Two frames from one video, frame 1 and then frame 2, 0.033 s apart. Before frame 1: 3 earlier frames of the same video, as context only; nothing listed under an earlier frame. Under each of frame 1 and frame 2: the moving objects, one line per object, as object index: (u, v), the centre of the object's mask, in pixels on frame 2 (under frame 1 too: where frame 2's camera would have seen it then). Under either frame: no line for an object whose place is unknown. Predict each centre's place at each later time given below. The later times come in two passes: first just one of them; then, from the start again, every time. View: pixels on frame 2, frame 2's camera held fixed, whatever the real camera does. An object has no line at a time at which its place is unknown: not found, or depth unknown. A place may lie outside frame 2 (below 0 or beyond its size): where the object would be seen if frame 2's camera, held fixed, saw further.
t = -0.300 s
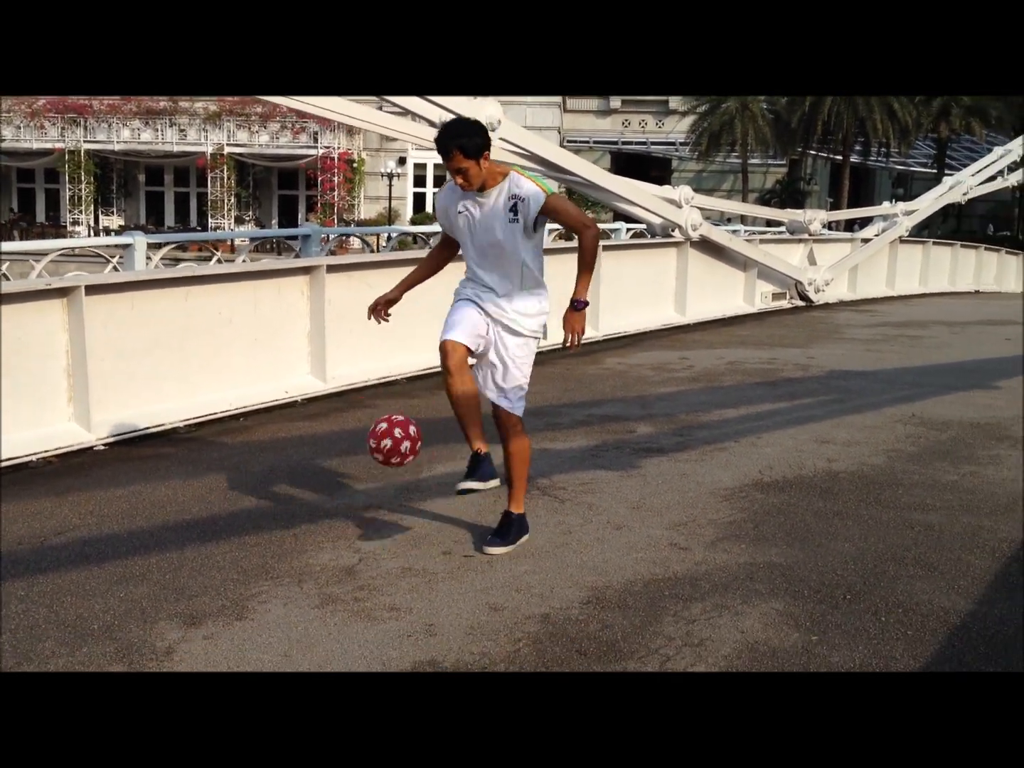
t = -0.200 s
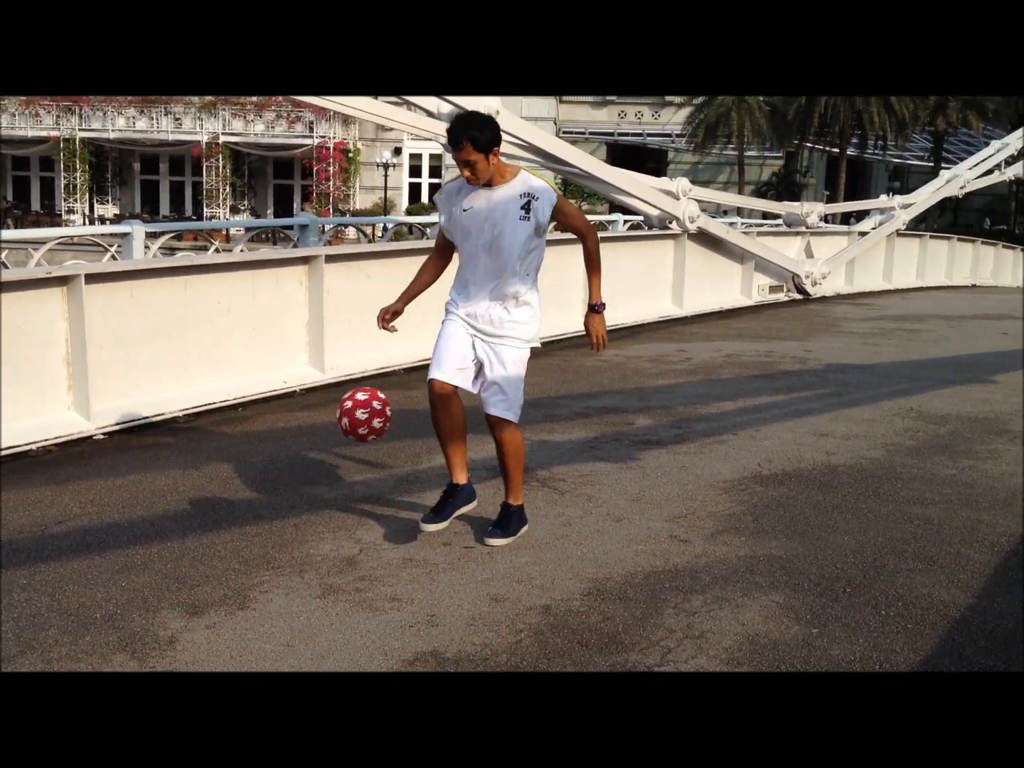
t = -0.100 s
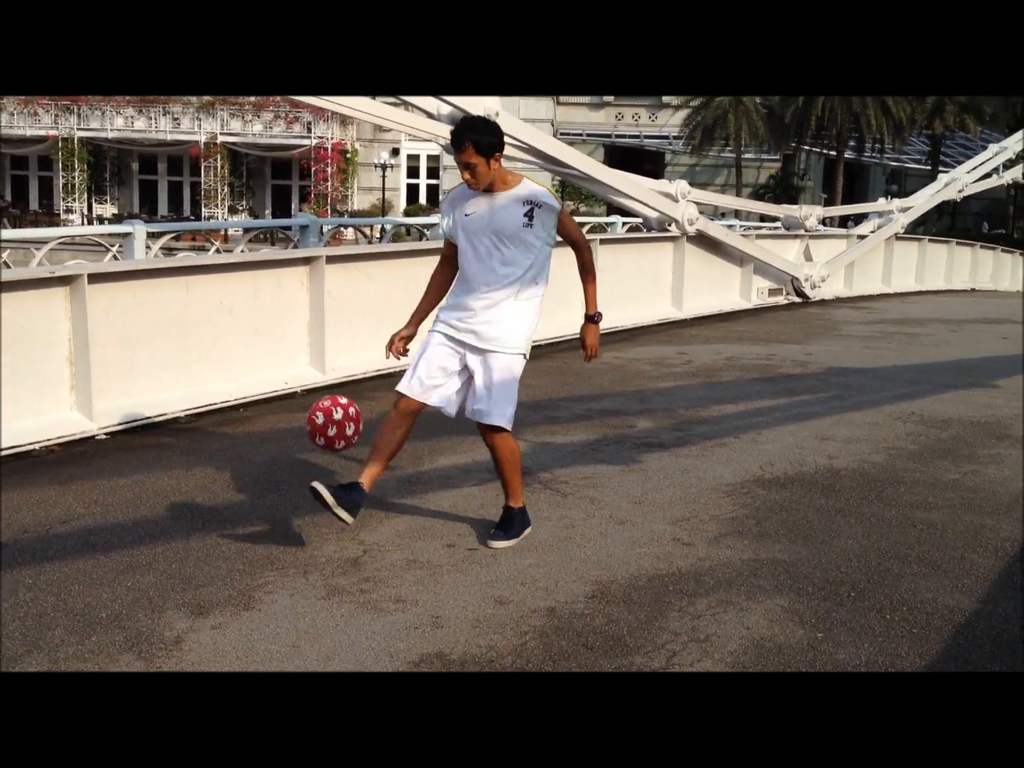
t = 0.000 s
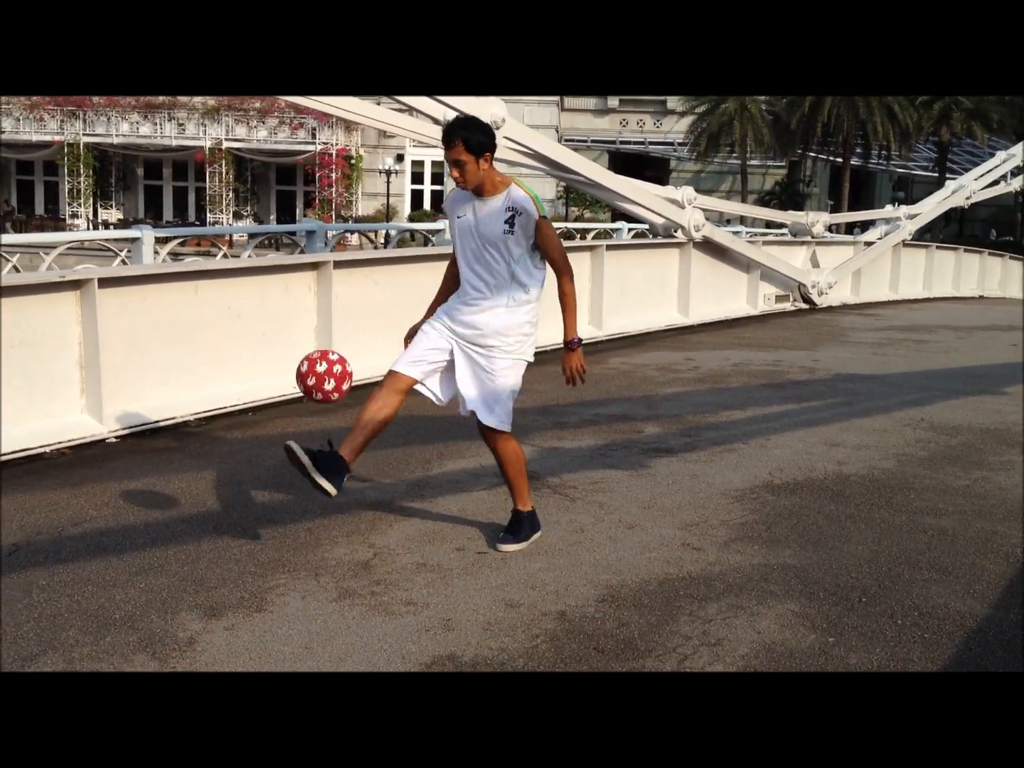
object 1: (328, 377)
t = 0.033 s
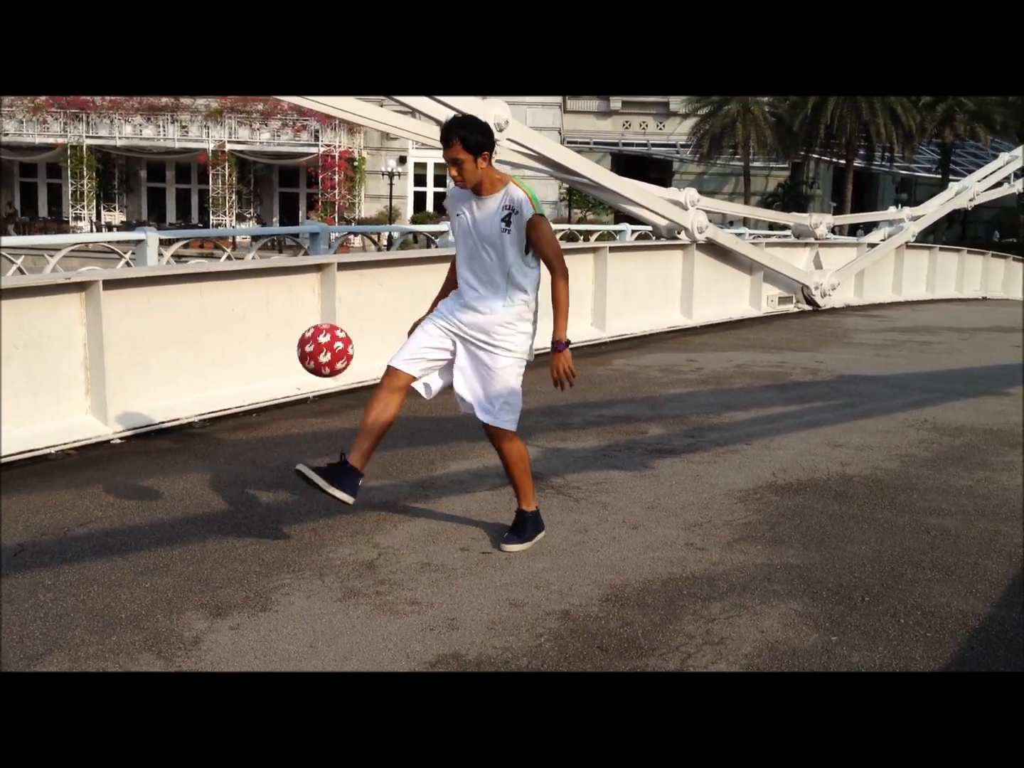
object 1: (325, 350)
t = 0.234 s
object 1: (308, 241)
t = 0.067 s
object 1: (322, 325)
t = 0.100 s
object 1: (320, 302)
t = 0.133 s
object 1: (316, 283)
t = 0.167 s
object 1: (313, 267)
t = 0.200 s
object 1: (309, 253)
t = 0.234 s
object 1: (308, 241)
